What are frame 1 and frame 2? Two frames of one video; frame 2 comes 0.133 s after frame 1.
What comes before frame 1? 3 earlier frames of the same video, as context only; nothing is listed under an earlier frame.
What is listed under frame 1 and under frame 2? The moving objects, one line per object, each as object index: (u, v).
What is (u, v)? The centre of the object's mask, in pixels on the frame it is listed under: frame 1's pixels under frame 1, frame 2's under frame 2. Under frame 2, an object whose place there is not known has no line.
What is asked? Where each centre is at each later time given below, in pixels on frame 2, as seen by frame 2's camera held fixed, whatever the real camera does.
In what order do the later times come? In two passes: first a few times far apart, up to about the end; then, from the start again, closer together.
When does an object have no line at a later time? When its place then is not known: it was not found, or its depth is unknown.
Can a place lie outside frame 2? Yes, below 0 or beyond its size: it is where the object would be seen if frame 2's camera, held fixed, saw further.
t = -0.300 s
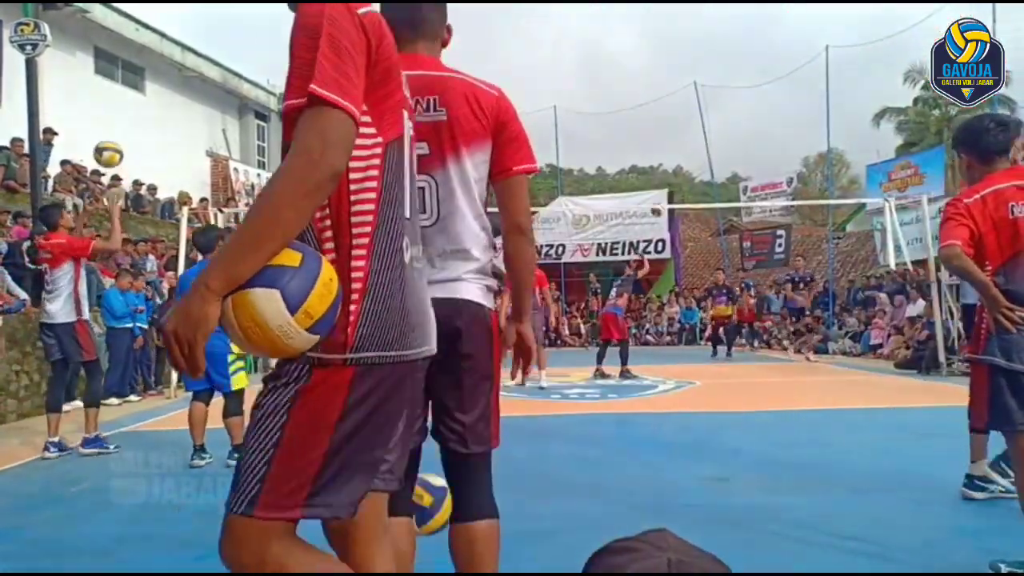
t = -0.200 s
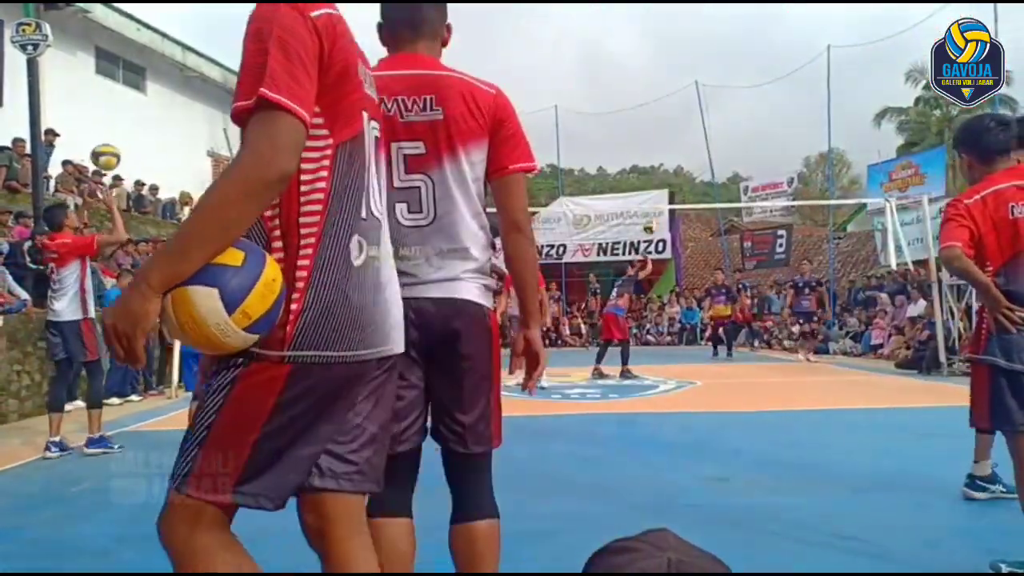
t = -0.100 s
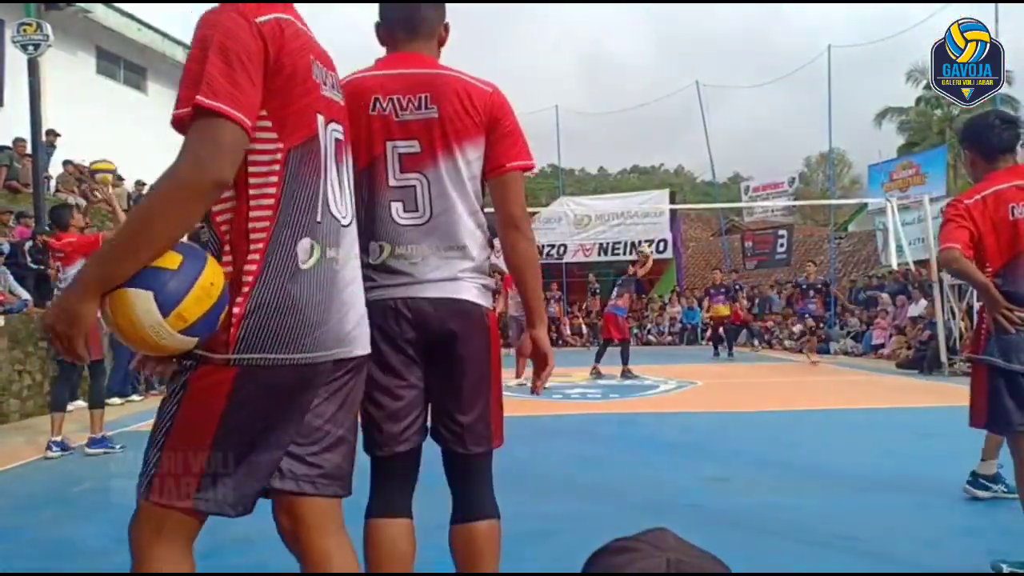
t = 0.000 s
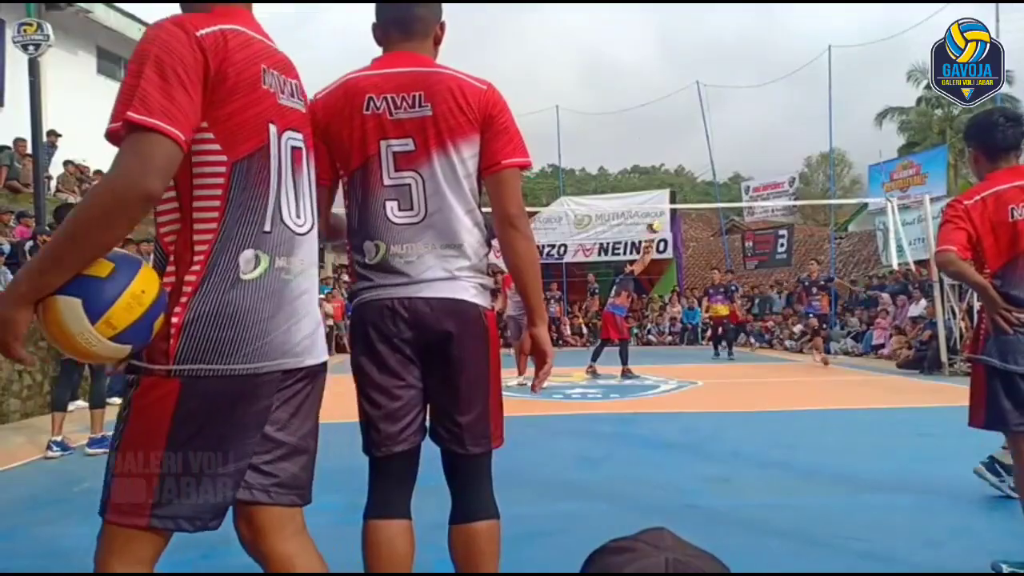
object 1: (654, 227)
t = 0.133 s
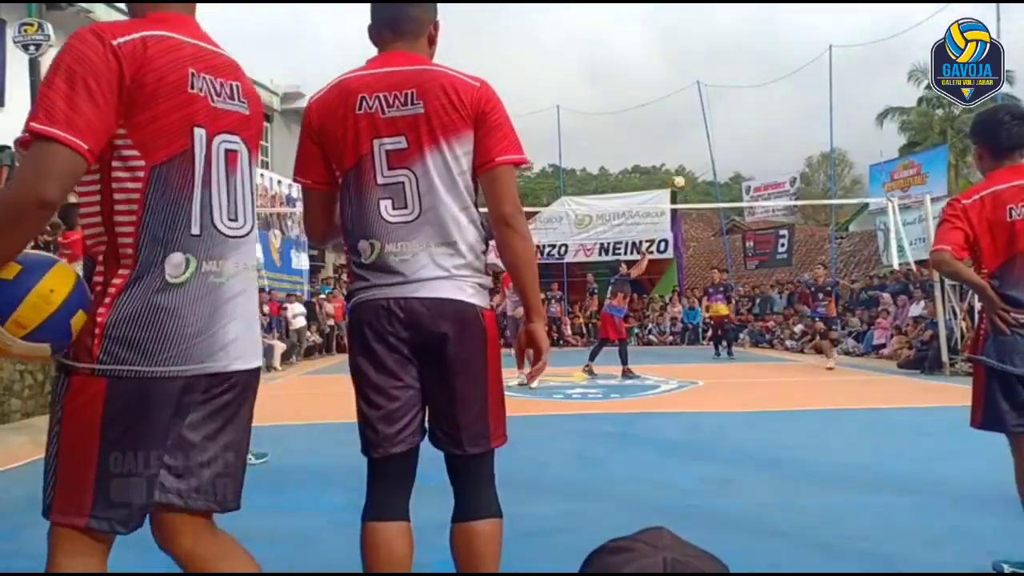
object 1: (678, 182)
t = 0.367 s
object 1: (716, 136)
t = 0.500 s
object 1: (739, 125)
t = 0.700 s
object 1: (773, 131)
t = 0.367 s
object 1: (716, 136)
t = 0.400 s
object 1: (723, 132)
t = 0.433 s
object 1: (728, 129)
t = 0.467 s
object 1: (734, 126)
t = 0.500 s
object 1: (739, 125)
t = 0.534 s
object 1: (745, 124)
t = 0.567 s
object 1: (751, 124)
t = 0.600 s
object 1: (757, 124)
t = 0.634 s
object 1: (762, 126)
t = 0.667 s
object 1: (767, 128)
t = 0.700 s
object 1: (773, 131)
